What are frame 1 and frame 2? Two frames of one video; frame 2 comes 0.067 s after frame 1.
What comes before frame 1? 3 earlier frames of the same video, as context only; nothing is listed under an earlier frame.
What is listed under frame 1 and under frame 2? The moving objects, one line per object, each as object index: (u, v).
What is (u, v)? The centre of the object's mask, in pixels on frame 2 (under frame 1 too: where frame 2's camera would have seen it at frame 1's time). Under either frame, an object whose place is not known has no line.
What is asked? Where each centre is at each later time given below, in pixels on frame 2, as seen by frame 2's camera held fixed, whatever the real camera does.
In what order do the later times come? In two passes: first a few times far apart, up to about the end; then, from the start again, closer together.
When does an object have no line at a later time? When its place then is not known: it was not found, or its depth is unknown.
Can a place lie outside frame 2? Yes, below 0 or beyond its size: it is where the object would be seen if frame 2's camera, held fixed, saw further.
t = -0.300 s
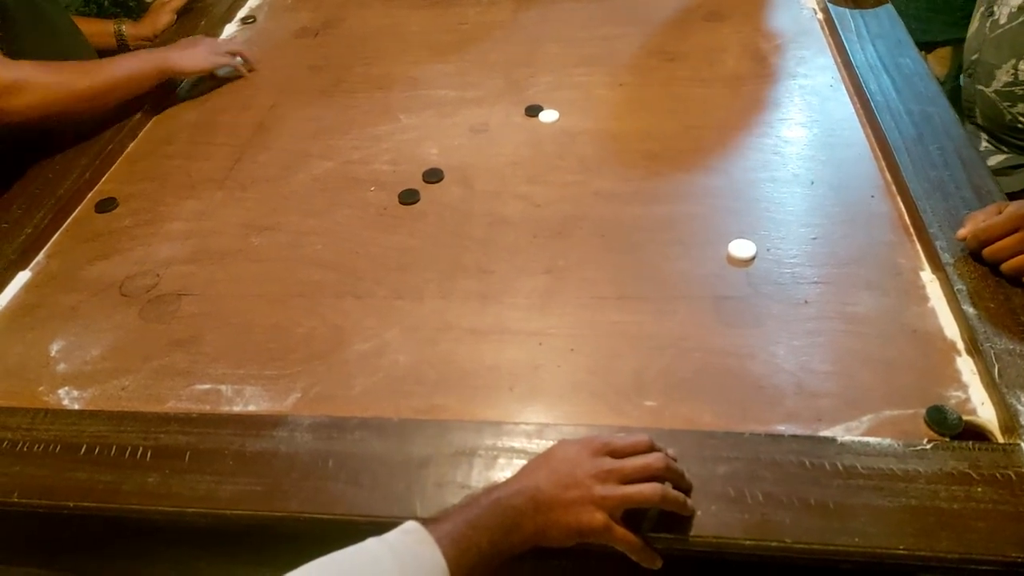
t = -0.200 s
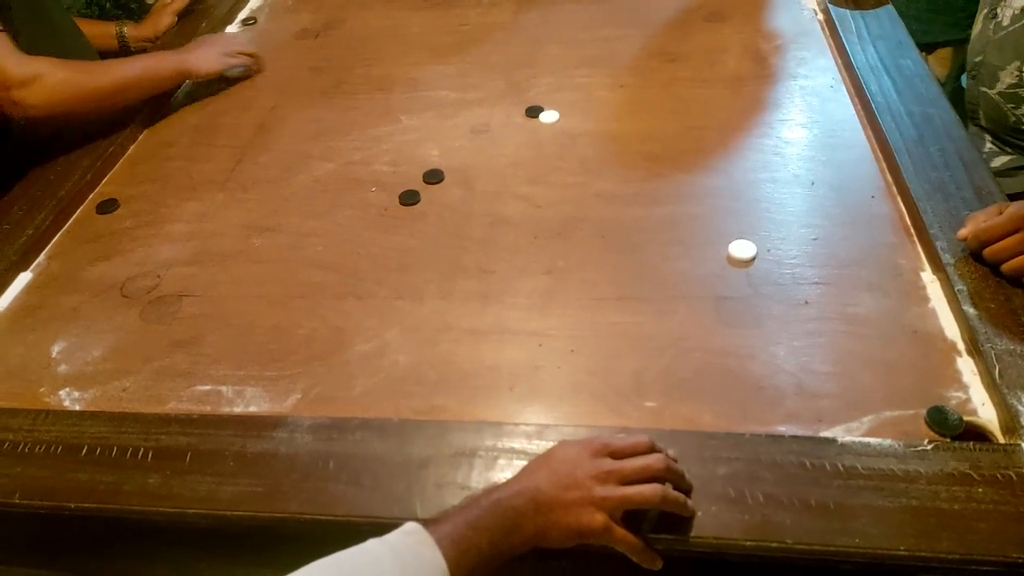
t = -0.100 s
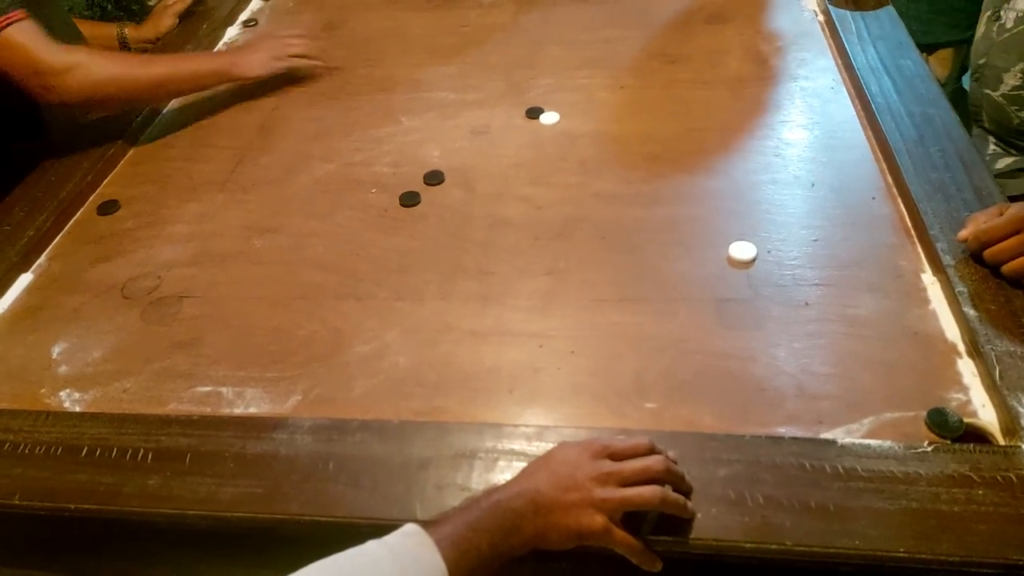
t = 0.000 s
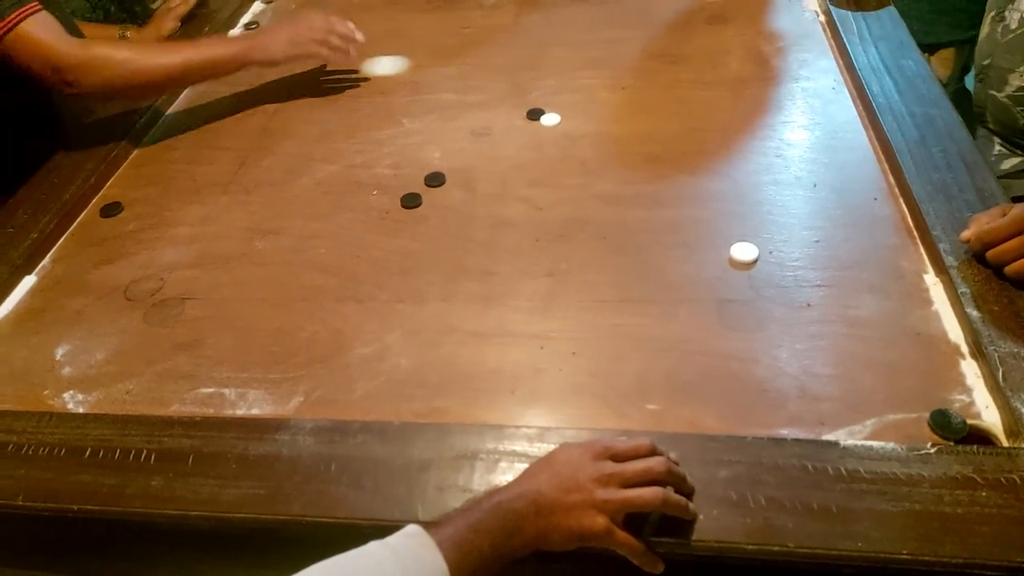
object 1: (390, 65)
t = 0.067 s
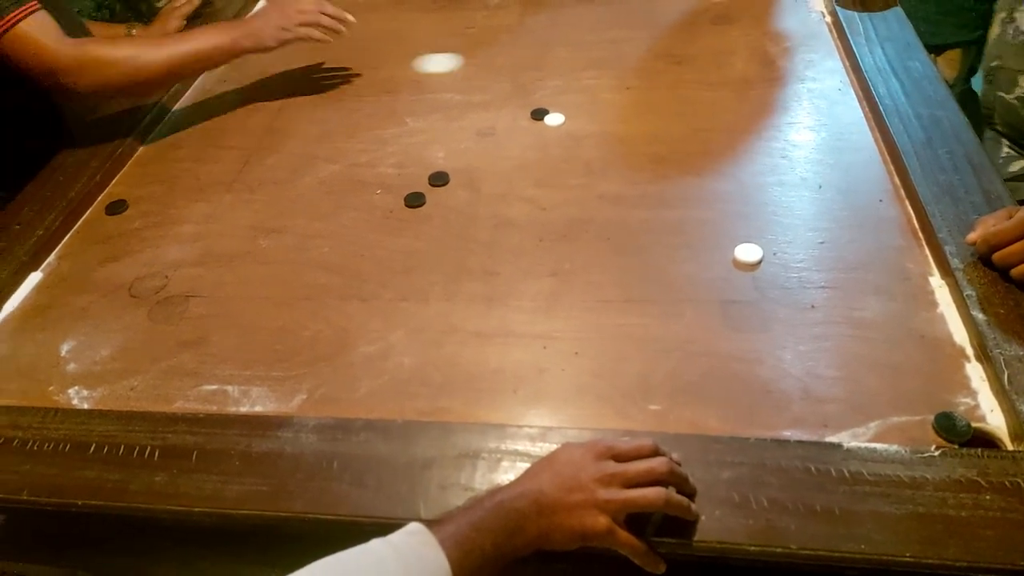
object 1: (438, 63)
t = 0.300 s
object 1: (579, 56)
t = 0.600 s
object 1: (690, 51)
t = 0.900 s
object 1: (720, 51)
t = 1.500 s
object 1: (722, 51)
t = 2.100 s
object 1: (720, 50)
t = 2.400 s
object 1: (721, 51)
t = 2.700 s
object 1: (721, 51)
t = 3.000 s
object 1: (721, 51)
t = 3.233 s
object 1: (722, 51)
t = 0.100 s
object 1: (460, 62)
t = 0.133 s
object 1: (481, 61)
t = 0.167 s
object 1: (501, 60)
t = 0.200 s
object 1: (522, 59)
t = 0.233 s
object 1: (543, 58)
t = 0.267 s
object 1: (562, 57)
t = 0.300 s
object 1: (579, 56)
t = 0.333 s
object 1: (596, 56)
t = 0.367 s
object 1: (611, 55)
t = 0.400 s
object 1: (625, 54)
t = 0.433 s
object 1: (639, 53)
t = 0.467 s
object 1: (651, 52)
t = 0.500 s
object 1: (662, 52)
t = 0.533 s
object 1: (673, 51)
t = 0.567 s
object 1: (682, 51)
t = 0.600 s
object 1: (690, 51)
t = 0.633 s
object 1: (697, 50)
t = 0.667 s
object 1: (702, 50)
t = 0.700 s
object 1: (708, 50)
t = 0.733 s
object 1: (714, 51)
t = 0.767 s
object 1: (716, 51)
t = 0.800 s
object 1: (717, 50)
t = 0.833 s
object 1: (719, 51)
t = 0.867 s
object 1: (720, 51)
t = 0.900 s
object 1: (720, 51)
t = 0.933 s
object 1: (720, 51)
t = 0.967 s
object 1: (721, 51)
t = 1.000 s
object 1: (721, 52)
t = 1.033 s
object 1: (721, 51)
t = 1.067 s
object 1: (722, 51)
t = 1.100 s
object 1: (723, 51)
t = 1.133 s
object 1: (723, 51)
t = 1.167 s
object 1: (723, 51)
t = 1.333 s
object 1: (723, 51)
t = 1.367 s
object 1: (723, 51)
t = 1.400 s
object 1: (723, 51)
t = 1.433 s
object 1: (723, 51)
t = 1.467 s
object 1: (722, 51)
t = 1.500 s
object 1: (722, 51)
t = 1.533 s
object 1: (722, 51)
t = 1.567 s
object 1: (722, 50)
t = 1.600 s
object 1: (721, 50)
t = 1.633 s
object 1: (721, 50)
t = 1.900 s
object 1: (720, 50)
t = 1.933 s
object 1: (720, 49)
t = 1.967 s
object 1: (720, 50)
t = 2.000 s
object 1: (720, 50)
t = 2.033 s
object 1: (720, 50)
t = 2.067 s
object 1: (720, 49)
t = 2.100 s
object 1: (720, 50)
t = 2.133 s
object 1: (720, 50)
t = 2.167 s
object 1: (720, 50)
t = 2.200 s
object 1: (720, 50)
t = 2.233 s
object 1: (720, 50)
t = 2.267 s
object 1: (720, 50)
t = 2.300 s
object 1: (720, 50)
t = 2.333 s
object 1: (721, 50)
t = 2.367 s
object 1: (721, 51)
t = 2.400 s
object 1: (721, 51)
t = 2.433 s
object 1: (721, 51)
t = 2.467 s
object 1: (722, 51)
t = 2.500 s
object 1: (722, 51)
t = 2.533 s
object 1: (722, 51)
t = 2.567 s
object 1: (722, 51)
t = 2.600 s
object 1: (722, 51)
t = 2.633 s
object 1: (722, 51)
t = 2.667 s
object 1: (721, 51)
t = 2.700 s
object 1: (721, 51)
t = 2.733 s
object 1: (721, 51)
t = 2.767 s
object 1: (720, 50)
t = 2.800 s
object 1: (721, 51)
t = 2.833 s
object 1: (721, 51)
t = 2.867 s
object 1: (721, 51)
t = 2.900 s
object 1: (721, 50)
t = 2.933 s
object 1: (721, 51)
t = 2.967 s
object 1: (721, 51)
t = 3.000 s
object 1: (721, 51)
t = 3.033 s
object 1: (721, 51)
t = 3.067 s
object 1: (721, 51)
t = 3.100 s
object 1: (721, 51)
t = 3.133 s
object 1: (721, 51)
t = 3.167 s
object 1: (721, 51)
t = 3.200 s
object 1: (721, 51)
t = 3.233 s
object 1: (722, 51)
